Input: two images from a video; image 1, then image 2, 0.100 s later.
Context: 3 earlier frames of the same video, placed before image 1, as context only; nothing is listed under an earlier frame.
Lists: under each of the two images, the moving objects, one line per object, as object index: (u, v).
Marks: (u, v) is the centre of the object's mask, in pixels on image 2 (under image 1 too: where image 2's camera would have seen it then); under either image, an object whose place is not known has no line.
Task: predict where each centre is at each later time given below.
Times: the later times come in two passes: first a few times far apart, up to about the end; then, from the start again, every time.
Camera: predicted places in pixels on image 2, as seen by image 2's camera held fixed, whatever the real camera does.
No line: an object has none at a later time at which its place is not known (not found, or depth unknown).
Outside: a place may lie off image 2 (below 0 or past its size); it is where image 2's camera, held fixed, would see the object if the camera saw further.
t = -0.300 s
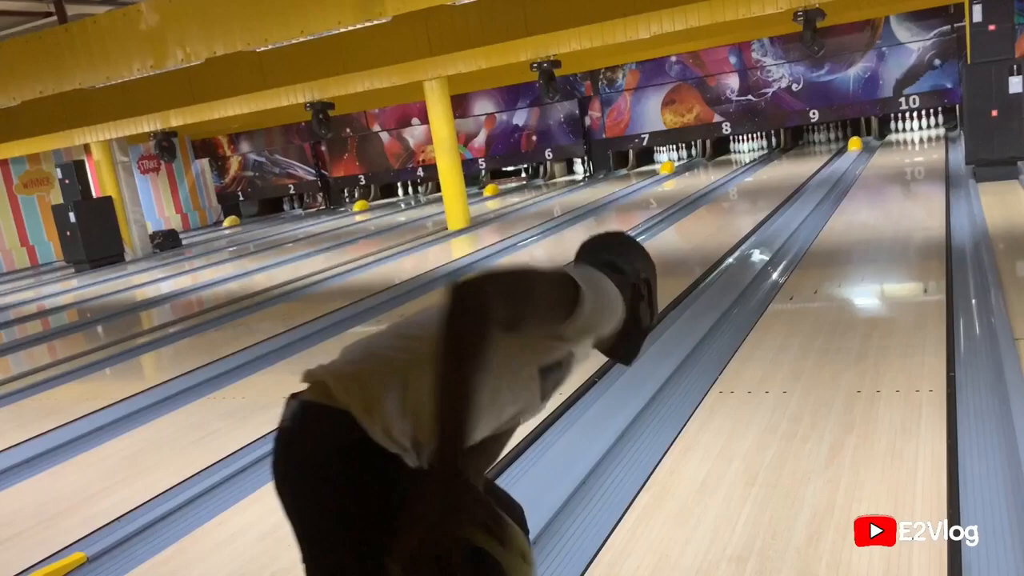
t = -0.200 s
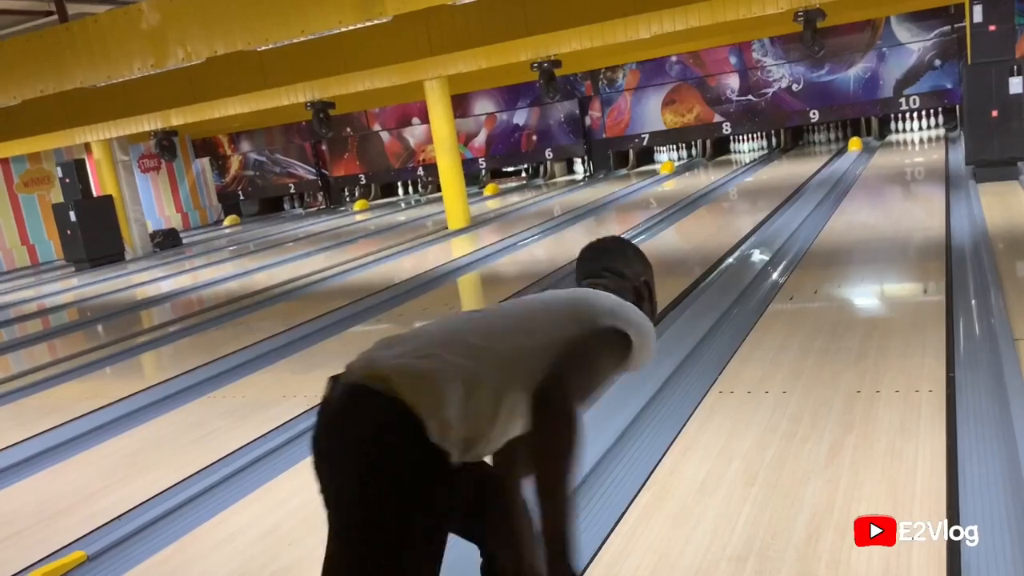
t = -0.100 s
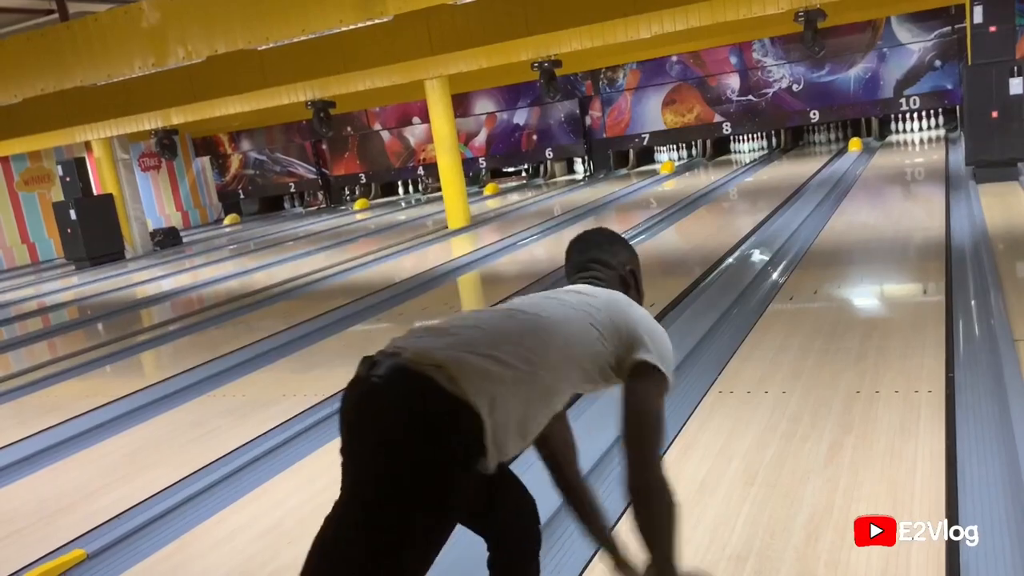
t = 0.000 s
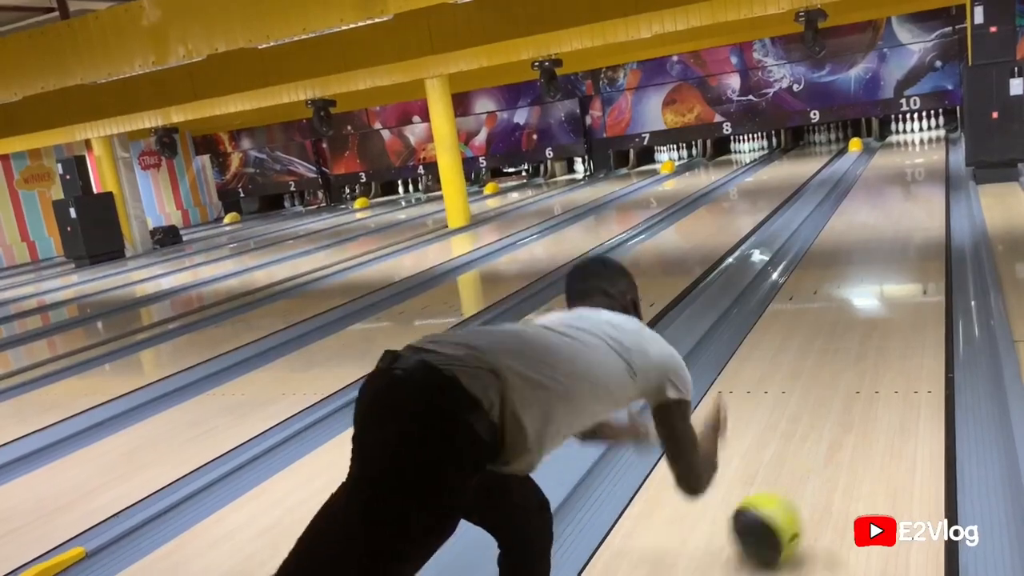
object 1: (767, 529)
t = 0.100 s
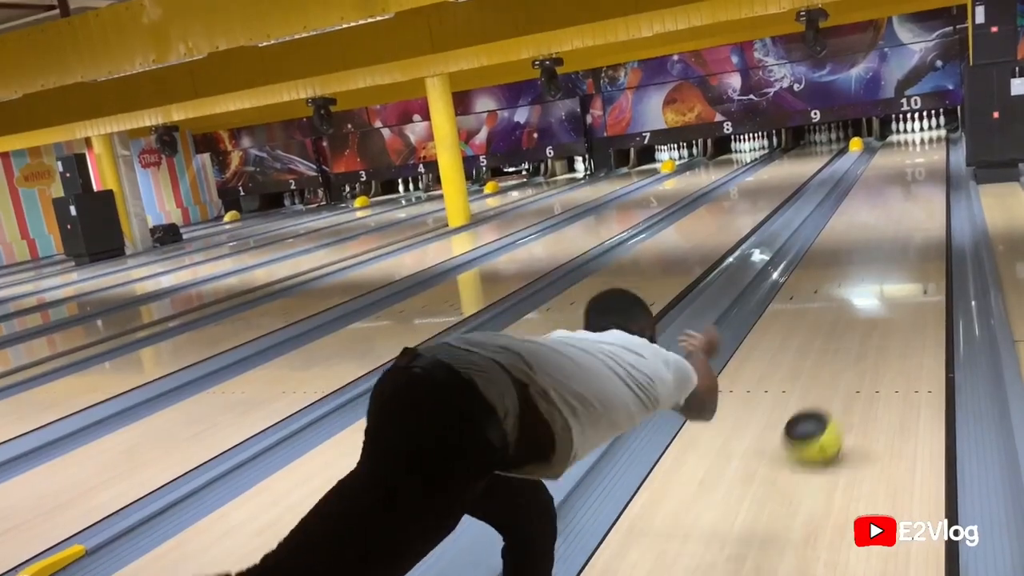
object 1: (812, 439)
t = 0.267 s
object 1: (860, 343)
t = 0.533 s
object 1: (901, 262)
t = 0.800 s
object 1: (926, 216)
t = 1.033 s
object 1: (942, 189)
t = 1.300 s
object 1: (957, 173)
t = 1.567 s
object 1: (956, 159)
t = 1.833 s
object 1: (956, 147)
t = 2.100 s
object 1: (952, 137)
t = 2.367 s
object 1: (952, 134)
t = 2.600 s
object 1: (953, 126)
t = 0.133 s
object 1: (824, 414)
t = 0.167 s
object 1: (835, 393)
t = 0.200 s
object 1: (844, 375)
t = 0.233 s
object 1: (853, 358)
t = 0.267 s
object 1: (860, 343)
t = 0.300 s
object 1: (867, 329)
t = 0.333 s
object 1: (873, 318)
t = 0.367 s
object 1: (879, 306)
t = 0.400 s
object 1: (884, 296)
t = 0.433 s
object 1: (888, 286)
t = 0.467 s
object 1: (892, 278)
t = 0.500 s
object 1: (897, 269)
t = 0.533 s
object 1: (901, 262)
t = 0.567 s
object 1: (904, 254)
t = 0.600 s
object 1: (908, 248)
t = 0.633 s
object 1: (912, 241)
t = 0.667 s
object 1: (915, 235)
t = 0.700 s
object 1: (918, 230)
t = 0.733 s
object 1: (921, 225)
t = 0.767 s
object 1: (923, 221)
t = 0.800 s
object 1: (926, 216)
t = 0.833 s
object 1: (928, 212)
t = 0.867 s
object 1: (930, 207)
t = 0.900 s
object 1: (933, 204)
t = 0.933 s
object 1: (935, 200)
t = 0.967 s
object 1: (937, 197)
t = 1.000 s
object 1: (941, 192)
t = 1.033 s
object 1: (942, 189)
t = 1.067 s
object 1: (943, 186)
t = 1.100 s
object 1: (944, 184)
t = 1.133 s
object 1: (946, 181)
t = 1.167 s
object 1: (947, 177)
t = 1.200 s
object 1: (949, 177)
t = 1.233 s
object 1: (951, 175)
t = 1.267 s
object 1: (954, 175)
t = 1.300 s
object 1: (957, 173)
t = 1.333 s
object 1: (957, 171)
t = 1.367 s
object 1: (955, 168)
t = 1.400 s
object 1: (955, 167)
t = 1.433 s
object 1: (953, 163)
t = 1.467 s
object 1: (952, 163)
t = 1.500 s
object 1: (954, 160)
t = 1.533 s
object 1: (954, 161)
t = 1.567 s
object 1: (956, 159)
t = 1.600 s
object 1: (956, 158)
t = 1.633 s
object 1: (954, 155)
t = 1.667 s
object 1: (954, 153)
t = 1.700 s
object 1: (954, 154)
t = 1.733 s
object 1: (954, 152)
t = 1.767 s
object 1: (955, 150)
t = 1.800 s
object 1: (956, 148)
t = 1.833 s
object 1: (956, 147)
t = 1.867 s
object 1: (954, 146)
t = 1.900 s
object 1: (953, 145)
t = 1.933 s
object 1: (954, 144)
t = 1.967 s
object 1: (954, 143)
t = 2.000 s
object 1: (954, 141)
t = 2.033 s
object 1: (959, 139)
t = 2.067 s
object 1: (954, 139)
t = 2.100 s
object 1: (952, 137)
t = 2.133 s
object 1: (953, 136)
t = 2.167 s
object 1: (953, 138)
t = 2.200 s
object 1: (954, 136)
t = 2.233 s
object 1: (954, 135)
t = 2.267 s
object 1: (953, 136)
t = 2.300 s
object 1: (953, 134)
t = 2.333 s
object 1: (954, 131)
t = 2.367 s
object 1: (952, 134)
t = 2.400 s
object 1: (952, 132)
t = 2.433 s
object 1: (953, 133)
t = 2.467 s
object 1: (952, 132)
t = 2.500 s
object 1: (951, 131)
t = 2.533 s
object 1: (949, 130)
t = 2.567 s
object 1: (951, 126)
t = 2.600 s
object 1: (953, 126)
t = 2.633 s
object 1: (951, 125)
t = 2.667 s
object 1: (952, 125)
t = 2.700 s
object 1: (950, 126)
